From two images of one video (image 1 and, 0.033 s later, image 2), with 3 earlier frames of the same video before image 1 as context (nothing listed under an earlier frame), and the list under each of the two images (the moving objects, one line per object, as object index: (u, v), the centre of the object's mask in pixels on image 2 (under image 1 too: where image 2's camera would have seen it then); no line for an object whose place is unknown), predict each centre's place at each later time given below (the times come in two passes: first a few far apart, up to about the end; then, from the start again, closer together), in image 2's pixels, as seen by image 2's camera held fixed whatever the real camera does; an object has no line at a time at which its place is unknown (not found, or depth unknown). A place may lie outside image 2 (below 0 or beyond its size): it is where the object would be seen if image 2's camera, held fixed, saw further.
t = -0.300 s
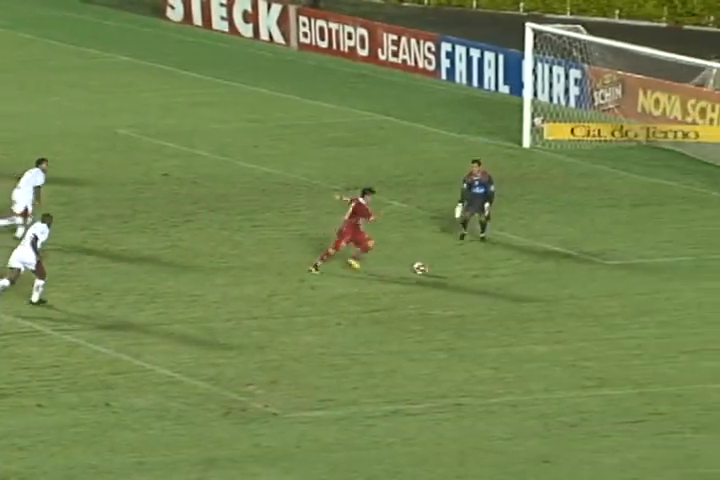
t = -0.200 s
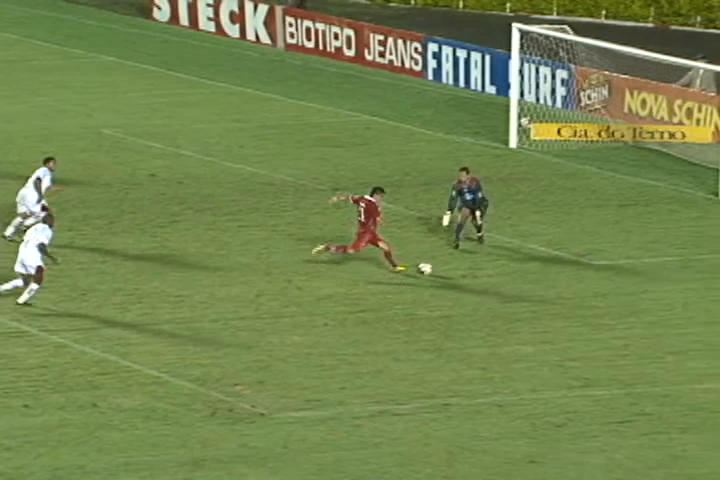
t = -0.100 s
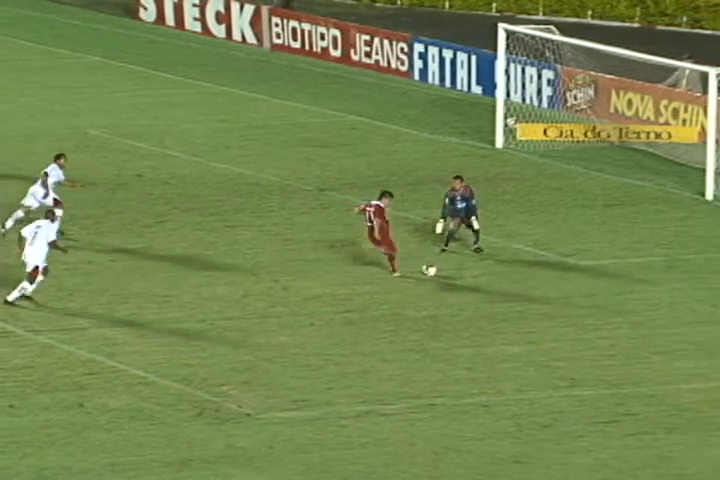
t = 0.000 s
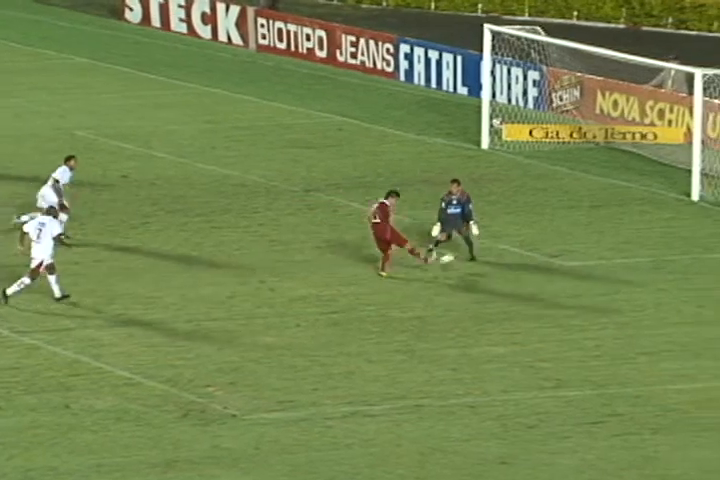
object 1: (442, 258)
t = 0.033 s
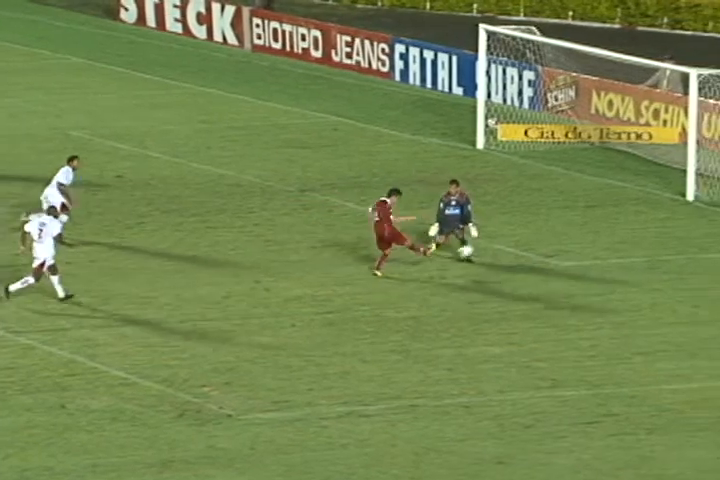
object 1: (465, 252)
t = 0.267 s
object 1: (603, 202)
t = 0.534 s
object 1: (721, 184)
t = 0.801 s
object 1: (792, 194)
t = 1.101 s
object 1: (853, 197)
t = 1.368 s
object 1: (899, 202)
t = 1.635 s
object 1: (935, 201)
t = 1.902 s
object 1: (965, 202)
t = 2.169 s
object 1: (977, 207)
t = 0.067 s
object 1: (488, 242)
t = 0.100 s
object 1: (506, 233)
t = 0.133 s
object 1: (527, 226)
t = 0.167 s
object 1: (548, 219)
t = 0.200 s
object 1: (566, 212)
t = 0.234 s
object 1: (583, 206)
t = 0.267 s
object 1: (603, 202)
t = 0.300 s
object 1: (620, 197)
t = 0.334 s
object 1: (634, 193)
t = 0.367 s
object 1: (653, 190)
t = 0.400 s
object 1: (669, 186)
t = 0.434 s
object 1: (683, 183)
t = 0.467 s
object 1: (700, 181)
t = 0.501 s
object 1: (713, 180)
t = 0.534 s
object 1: (721, 184)
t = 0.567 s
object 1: (731, 188)
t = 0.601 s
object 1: (742, 192)
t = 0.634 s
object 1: (751, 196)
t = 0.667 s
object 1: (758, 196)
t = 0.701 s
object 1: (767, 194)
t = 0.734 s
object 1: (775, 194)
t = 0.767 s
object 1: (784, 194)
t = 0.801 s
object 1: (792, 194)
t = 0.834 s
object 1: (798, 196)
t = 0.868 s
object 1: (806, 195)
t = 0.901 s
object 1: (815, 198)
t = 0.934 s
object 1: (823, 199)
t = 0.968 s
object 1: (830, 198)
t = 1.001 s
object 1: (835, 198)
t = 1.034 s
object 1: (841, 196)
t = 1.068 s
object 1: (847, 198)
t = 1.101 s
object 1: (853, 197)
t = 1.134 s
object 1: (860, 199)
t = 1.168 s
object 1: (866, 200)
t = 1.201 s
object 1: (871, 200)
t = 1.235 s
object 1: (880, 198)
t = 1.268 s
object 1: (885, 199)
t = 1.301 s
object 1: (889, 200)
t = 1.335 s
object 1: (894, 199)
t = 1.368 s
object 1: (899, 202)
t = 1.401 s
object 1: (903, 200)
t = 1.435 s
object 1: (909, 202)
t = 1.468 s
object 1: (913, 200)
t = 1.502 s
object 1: (918, 201)
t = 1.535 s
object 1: (922, 200)
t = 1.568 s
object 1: (927, 201)
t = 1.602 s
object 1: (929, 200)
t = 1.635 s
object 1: (935, 201)
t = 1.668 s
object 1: (938, 200)
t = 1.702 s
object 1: (943, 201)
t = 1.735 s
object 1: (947, 201)
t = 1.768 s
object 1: (952, 203)
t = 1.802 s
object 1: (956, 202)
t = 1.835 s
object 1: (959, 203)
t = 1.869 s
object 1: (962, 202)
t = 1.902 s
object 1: (965, 202)
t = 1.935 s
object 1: (968, 202)
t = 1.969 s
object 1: (971, 204)
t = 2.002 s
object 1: (974, 206)
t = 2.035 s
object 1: (975, 207)
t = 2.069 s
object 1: (976, 207)
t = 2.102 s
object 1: (978, 206)
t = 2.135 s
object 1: (978, 207)
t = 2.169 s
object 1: (977, 207)
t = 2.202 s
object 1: (978, 208)
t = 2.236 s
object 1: (978, 208)
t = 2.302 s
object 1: (980, 208)
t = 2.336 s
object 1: (982, 208)
